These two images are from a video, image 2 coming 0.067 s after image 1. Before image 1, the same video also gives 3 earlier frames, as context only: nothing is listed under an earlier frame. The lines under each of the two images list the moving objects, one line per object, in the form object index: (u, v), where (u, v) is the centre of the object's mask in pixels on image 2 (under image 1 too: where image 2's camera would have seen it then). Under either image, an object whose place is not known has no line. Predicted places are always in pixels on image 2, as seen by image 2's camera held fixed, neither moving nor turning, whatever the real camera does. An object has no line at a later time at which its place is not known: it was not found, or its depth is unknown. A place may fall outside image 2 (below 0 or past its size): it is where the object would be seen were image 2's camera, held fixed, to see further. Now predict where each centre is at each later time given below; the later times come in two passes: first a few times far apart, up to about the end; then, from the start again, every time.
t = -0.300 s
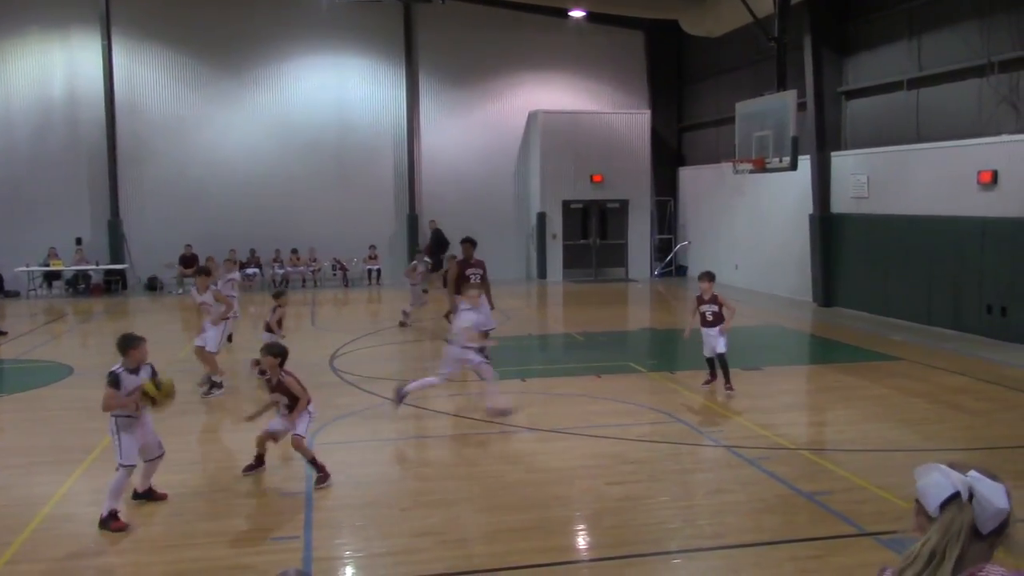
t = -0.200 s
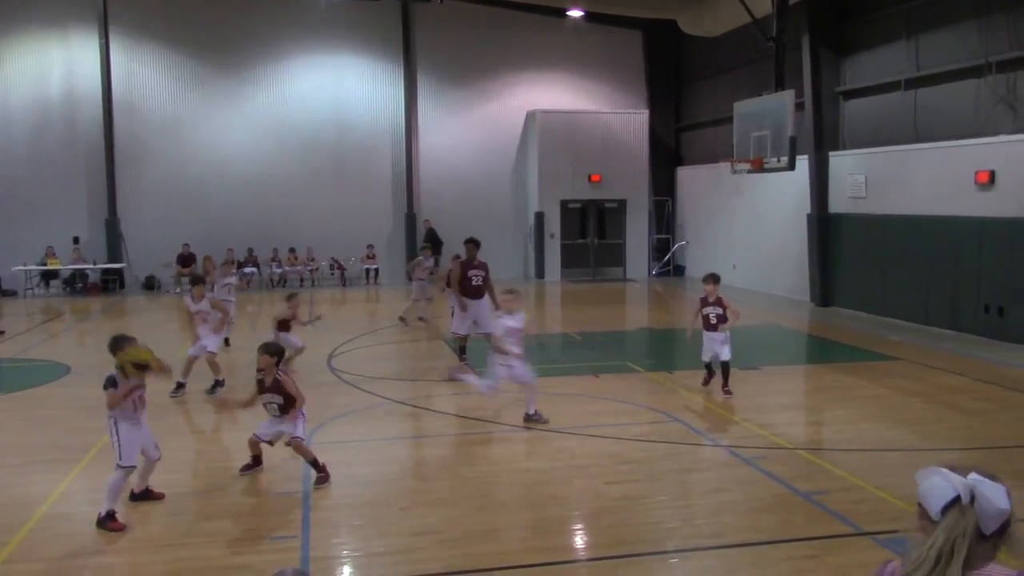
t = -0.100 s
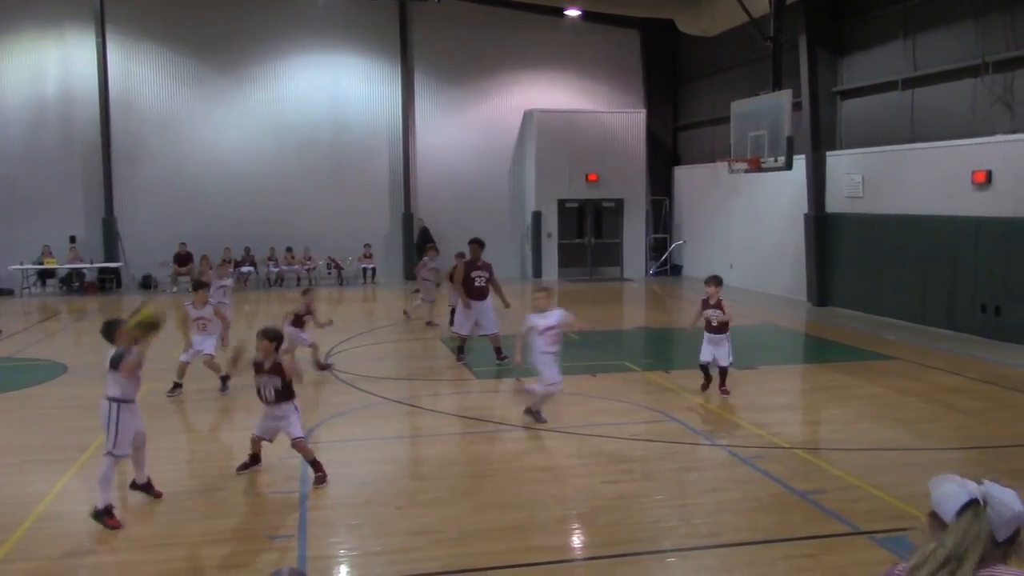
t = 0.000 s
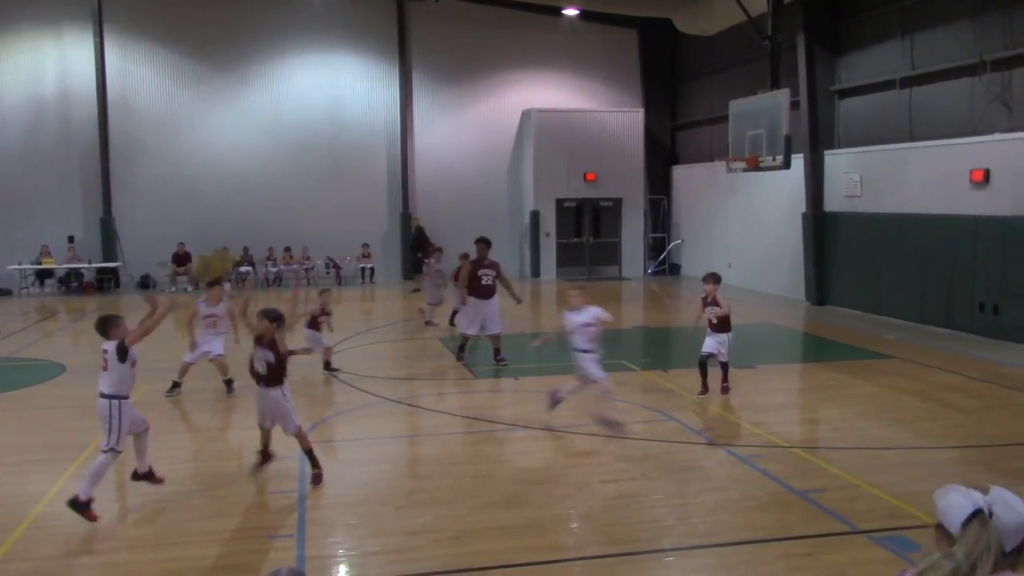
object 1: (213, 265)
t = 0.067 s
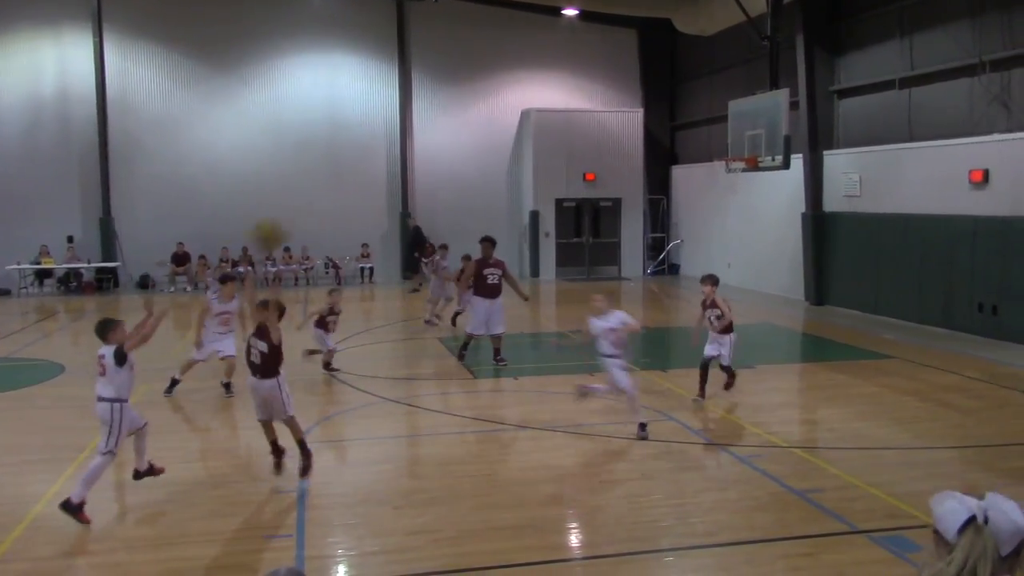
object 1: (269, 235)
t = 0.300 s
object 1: (444, 183)
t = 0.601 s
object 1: (648, 220)
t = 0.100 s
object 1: (295, 223)
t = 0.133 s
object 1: (319, 213)
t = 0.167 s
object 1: (345, 204)
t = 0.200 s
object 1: (370, 196)
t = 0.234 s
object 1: (393, 190)
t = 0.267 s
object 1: (421, 184)
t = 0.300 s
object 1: (444, 183)
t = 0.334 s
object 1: (470, 180)
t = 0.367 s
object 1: (493, 180)
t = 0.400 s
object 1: (515, 181)
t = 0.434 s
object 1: (540, 183)
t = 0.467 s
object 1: (561, 187)
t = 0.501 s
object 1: (584, 195)
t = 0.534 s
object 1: (605, 202)
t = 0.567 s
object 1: (627, 210)
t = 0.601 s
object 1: (648, 220)
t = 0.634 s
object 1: (666, 229)
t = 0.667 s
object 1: (690, 243)
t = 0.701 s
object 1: (711, 257)
